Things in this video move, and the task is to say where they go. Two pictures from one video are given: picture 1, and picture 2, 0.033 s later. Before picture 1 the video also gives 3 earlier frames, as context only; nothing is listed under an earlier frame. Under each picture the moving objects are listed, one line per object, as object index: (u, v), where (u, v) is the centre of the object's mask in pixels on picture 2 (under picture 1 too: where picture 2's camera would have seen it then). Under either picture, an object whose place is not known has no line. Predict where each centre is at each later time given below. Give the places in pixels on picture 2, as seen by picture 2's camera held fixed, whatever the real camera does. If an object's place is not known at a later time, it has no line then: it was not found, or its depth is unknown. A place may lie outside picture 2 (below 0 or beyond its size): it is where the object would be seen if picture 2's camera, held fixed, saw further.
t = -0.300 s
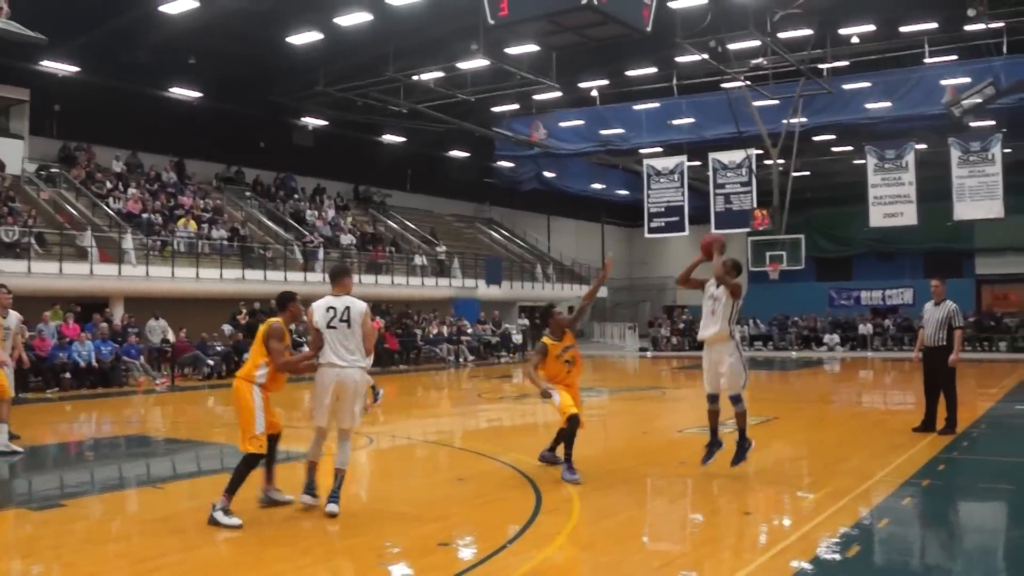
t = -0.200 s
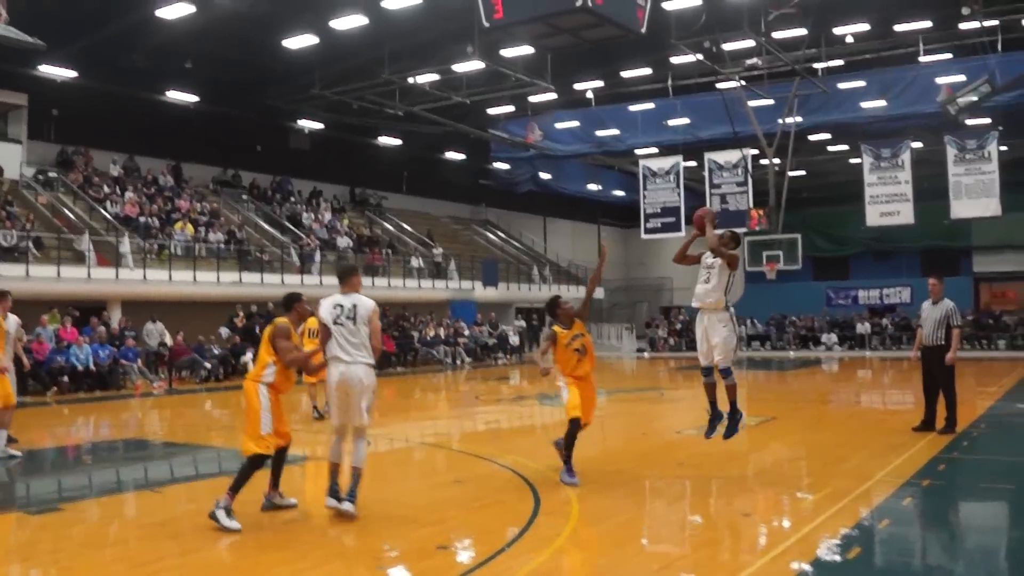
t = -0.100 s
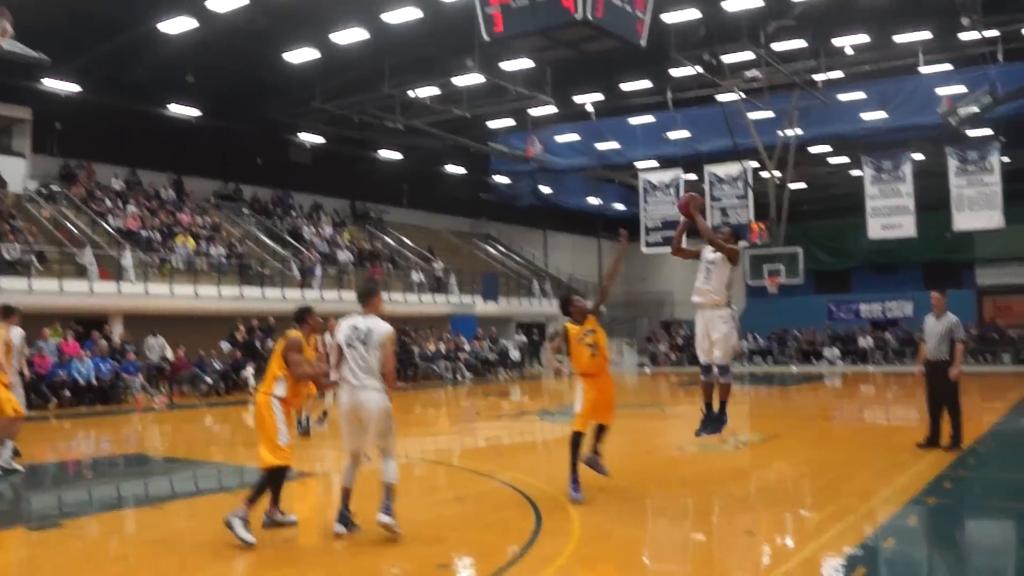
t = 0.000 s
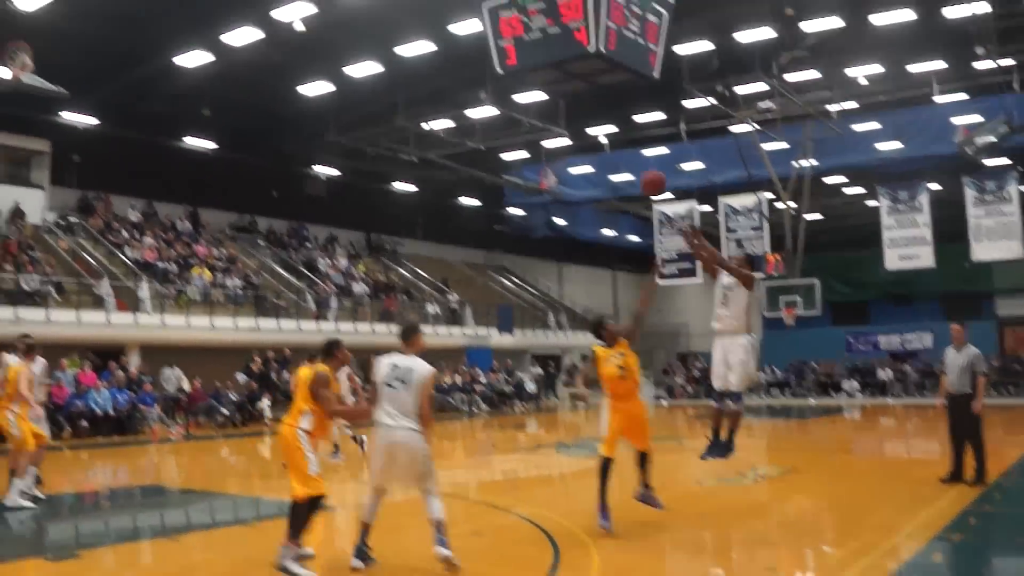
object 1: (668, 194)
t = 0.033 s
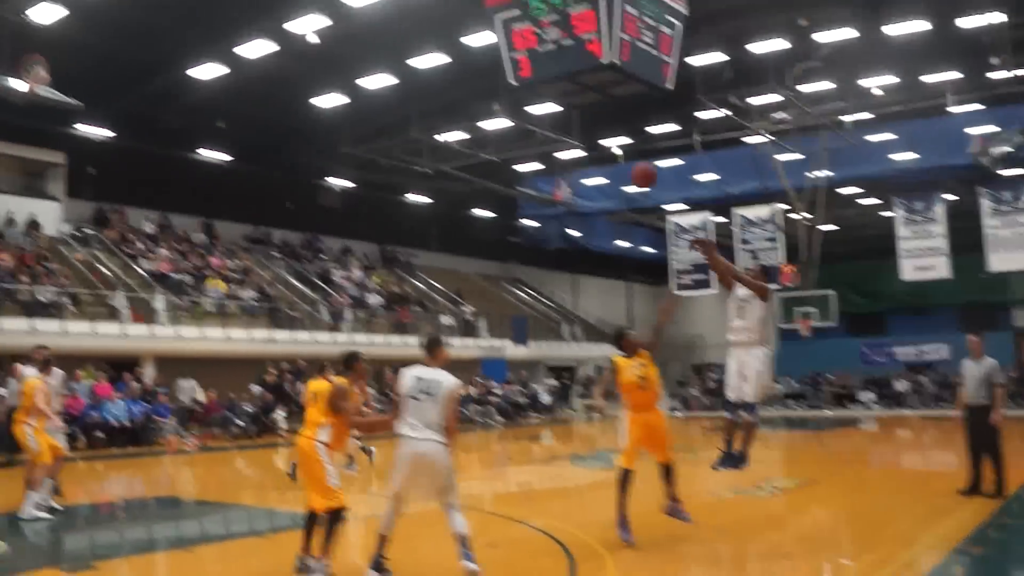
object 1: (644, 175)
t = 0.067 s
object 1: (620, 158)
